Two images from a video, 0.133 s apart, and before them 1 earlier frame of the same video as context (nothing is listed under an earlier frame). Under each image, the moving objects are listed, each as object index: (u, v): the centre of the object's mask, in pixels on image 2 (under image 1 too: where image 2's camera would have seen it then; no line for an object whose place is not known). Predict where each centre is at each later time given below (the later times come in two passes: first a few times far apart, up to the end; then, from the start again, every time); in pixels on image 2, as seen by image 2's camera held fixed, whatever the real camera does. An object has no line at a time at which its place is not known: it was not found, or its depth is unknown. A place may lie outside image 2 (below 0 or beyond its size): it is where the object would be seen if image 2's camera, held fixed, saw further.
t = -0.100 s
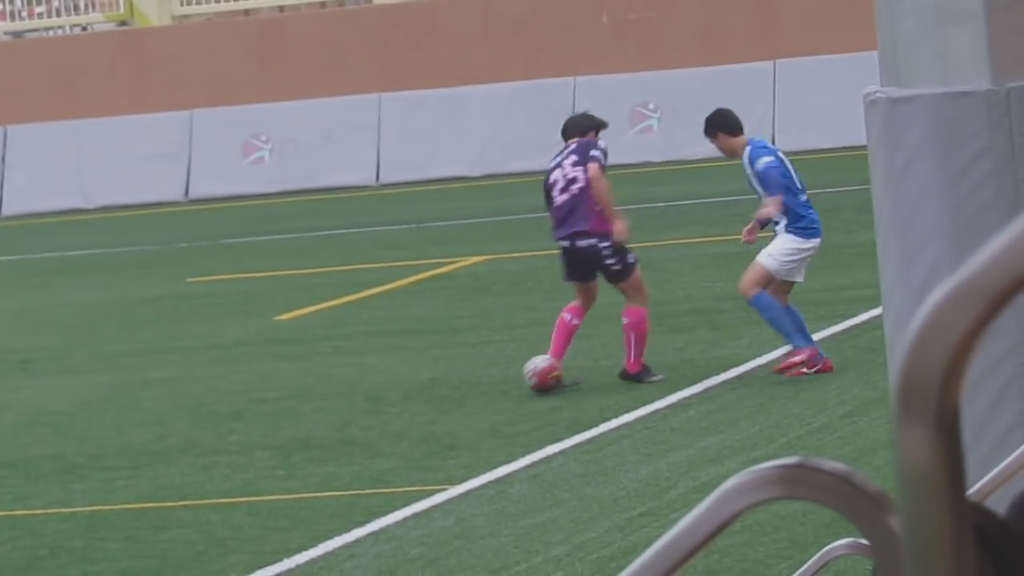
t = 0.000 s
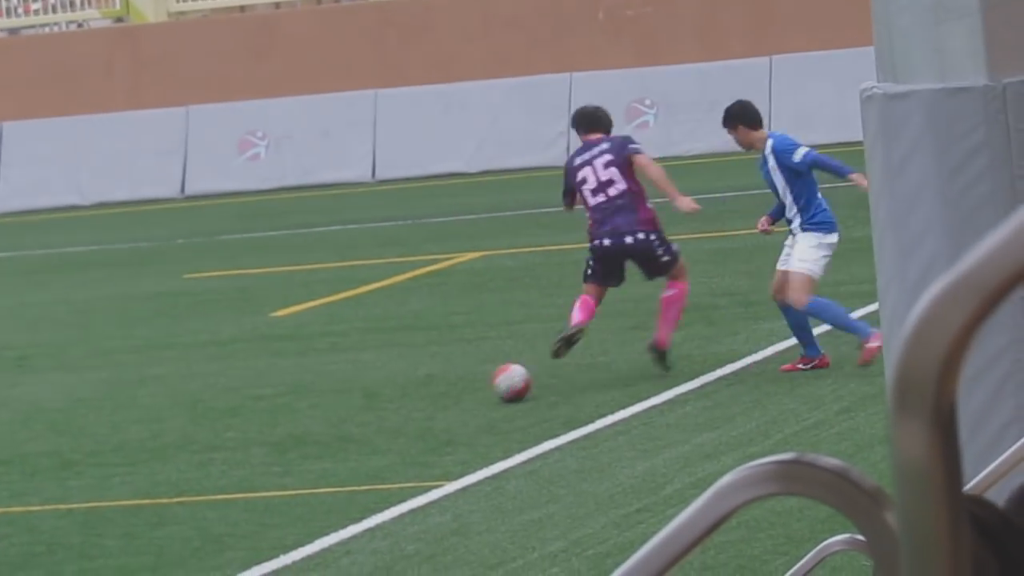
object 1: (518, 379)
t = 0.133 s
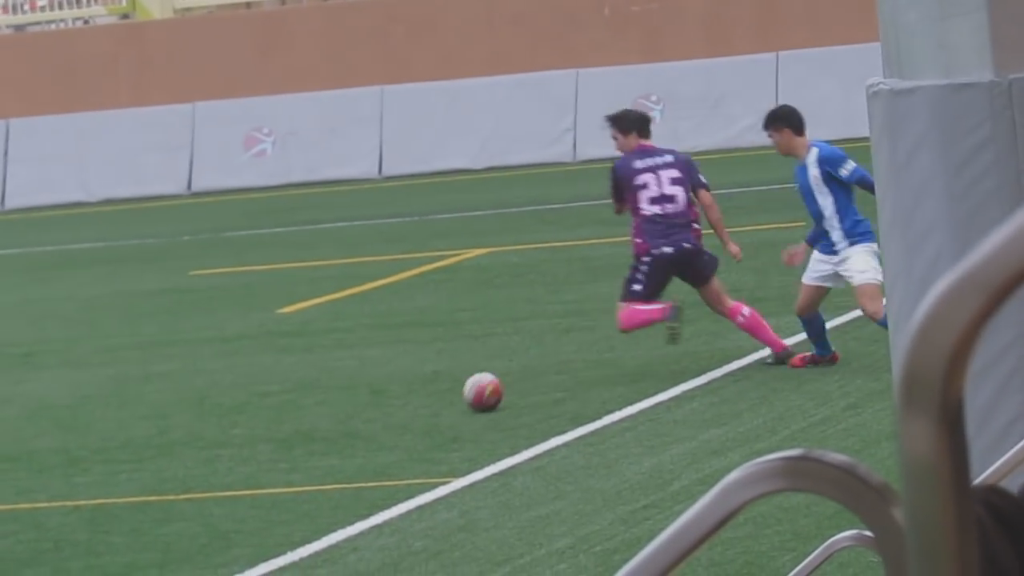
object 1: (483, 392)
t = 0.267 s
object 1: (448, 403)
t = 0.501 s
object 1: (387, 424)
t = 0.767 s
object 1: (319, 446)
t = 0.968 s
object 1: (276, 460)
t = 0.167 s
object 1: (474, 395)
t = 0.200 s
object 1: (465, 396)
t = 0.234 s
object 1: (456, 399)
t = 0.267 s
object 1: (448, 403)
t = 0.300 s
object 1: (439, 407)
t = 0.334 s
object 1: (430, 409)
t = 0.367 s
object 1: (421, 412)
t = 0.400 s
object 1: (412, 416)
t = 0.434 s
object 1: (404, 418)
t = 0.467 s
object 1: (395, 421)
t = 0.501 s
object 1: (387, 424)
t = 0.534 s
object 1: (378, 426)
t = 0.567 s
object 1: (370, 428)
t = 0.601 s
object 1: (361, 431)
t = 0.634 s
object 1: (353, 435)
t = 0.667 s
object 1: (344, 437)
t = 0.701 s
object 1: (336, 439)
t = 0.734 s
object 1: (328, 443)
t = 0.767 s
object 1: (319, 446)
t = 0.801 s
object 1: (311, 448)
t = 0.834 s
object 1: (303, 451)
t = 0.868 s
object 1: (295, 453)
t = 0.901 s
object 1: (287, 455)
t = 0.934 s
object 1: (279, 457)
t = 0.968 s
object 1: (276, 460)
